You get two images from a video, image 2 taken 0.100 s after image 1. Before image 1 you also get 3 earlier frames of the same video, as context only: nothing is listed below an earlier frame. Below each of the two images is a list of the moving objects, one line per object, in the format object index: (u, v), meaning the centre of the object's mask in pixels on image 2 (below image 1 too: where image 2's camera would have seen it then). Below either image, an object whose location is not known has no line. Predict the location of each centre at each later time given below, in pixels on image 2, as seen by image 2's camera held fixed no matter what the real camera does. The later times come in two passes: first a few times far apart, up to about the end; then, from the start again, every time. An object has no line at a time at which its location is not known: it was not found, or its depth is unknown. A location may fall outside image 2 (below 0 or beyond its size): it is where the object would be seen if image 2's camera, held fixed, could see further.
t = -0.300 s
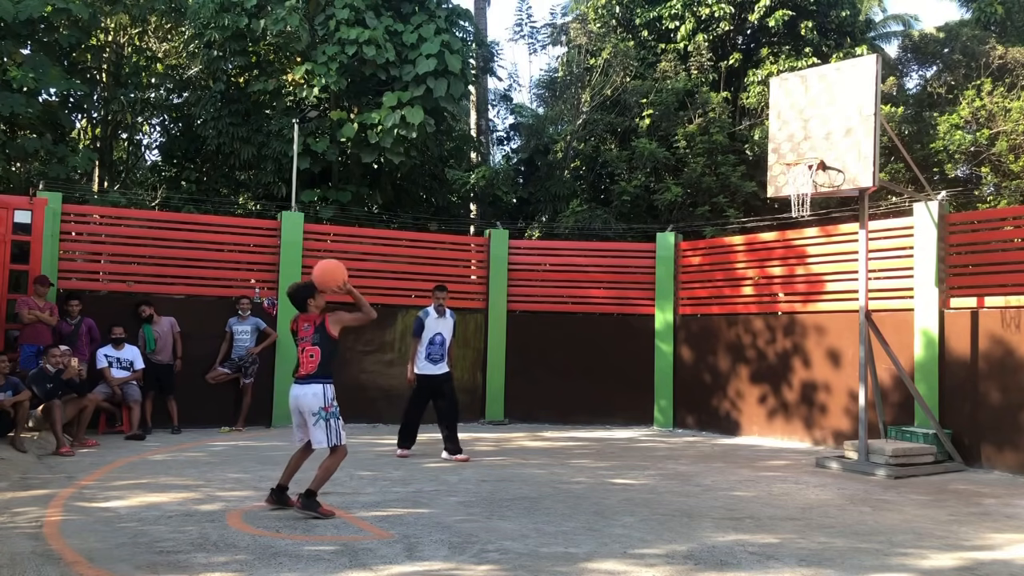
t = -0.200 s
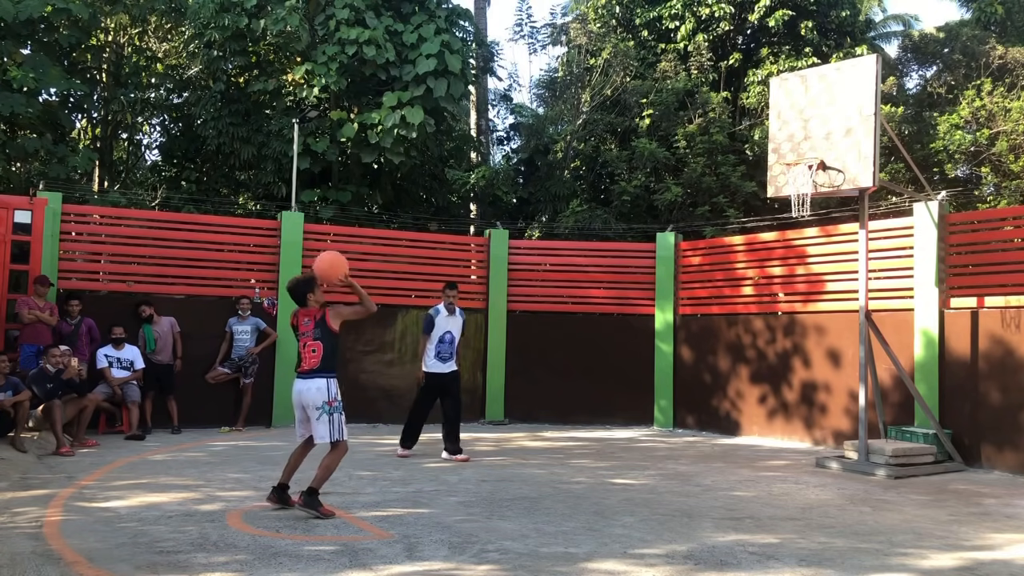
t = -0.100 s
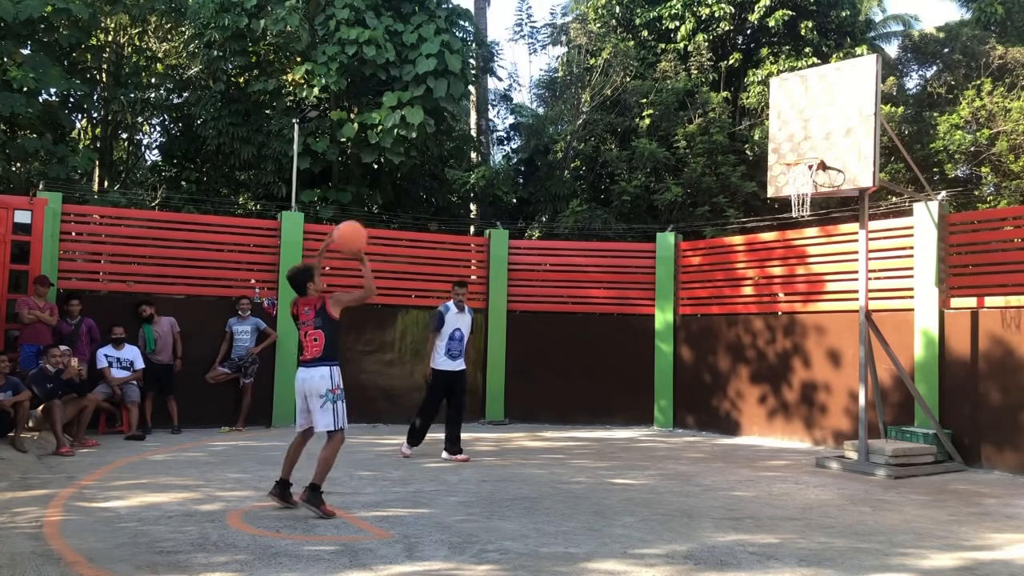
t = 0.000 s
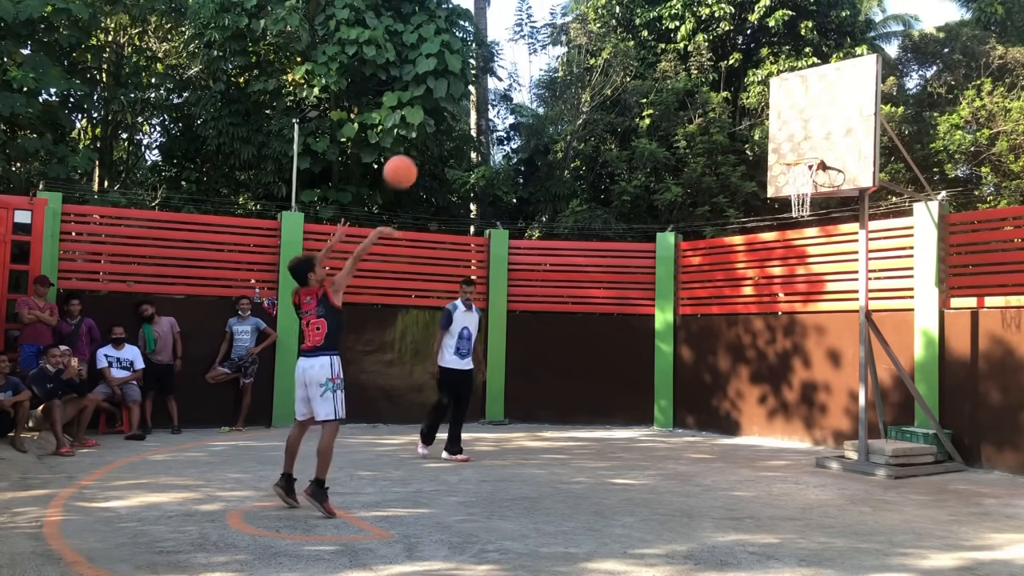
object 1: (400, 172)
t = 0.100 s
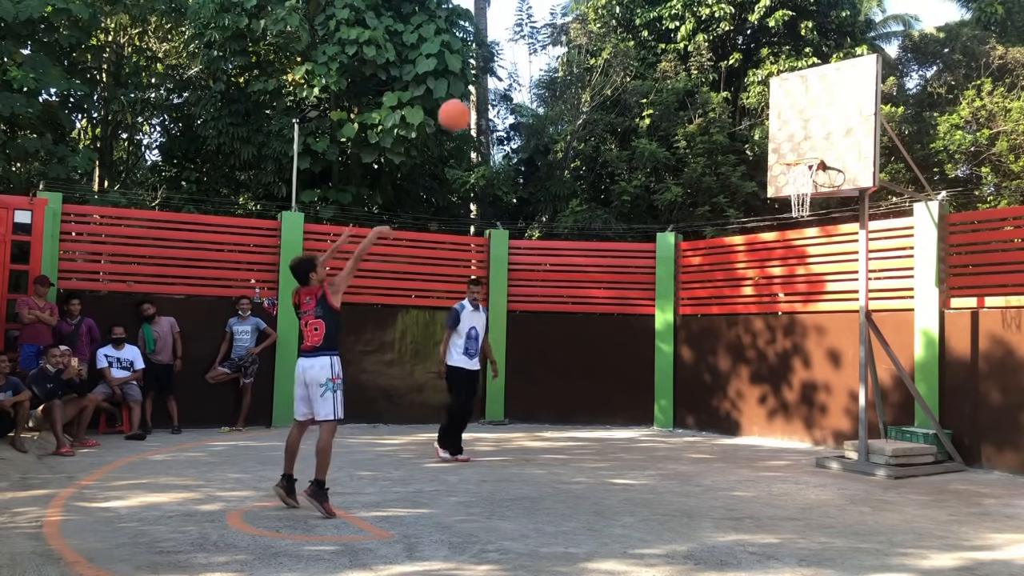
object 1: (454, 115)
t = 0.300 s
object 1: (550, 49)
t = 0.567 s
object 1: (656, 43)
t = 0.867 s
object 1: (755, 124)
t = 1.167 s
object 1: (760, 139)
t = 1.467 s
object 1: (736, 176)
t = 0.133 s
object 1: (471, 100)
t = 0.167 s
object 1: (486, 87)
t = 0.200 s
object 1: (503, 75)
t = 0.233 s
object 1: (523, 67)
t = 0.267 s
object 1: (537, 57)
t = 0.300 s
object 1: (550, 49)
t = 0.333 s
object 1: (564, 44)
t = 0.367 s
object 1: (578, 40)
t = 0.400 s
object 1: (592, 37)
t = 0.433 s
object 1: (605, 36)
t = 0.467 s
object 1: (618, 36)
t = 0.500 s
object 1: (631, 37)
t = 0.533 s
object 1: (644, 40)
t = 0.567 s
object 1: (656, 43)
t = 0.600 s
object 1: (668, 48)
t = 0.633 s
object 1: (679, 53)
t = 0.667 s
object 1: (691, 61)
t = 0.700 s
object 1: (703, 69)
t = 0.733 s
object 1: (714, 77)
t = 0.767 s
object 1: (725, 88)
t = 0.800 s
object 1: (735, 99)
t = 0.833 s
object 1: (745, 111)
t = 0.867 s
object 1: (755, 124)
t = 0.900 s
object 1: (765, 137)
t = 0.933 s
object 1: (775, 152)
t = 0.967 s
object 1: (775, 156)
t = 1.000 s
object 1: (774, 157)
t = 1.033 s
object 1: (771, 152)
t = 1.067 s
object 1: (769, 147)
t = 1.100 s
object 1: (766, 143)
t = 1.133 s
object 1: (763, 141)
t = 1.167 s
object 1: (760, 139)
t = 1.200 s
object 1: (758, 139)
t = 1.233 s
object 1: (755, 140)
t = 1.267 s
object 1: (752, 142)
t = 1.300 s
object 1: (750, 145)
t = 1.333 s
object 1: (747, 149)
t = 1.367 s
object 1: (744, 154)
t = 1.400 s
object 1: (741, 160)
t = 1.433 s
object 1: (739, 167)
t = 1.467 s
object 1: (736, 176)
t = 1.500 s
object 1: (733, 185)
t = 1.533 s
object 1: (730, 196)
